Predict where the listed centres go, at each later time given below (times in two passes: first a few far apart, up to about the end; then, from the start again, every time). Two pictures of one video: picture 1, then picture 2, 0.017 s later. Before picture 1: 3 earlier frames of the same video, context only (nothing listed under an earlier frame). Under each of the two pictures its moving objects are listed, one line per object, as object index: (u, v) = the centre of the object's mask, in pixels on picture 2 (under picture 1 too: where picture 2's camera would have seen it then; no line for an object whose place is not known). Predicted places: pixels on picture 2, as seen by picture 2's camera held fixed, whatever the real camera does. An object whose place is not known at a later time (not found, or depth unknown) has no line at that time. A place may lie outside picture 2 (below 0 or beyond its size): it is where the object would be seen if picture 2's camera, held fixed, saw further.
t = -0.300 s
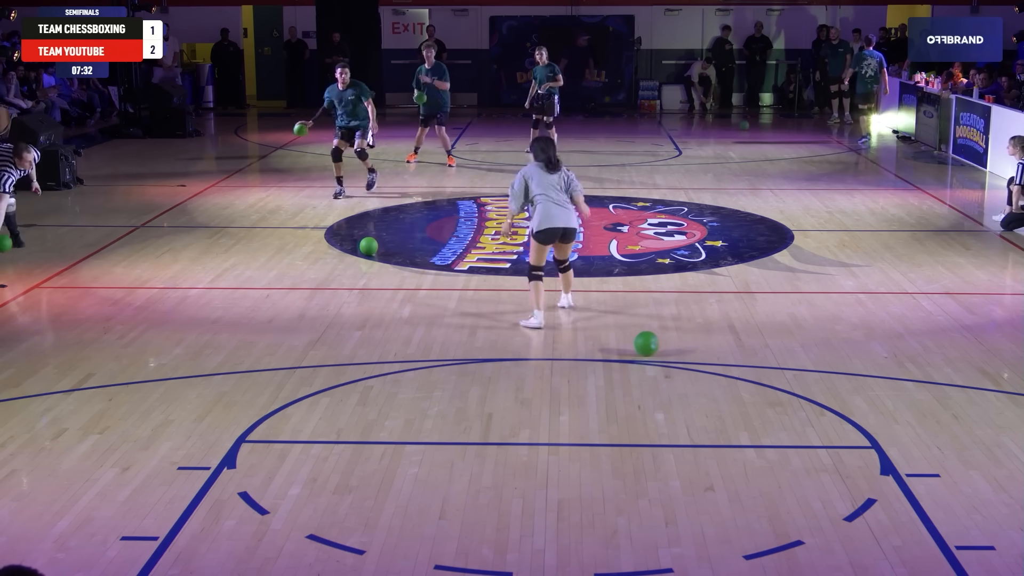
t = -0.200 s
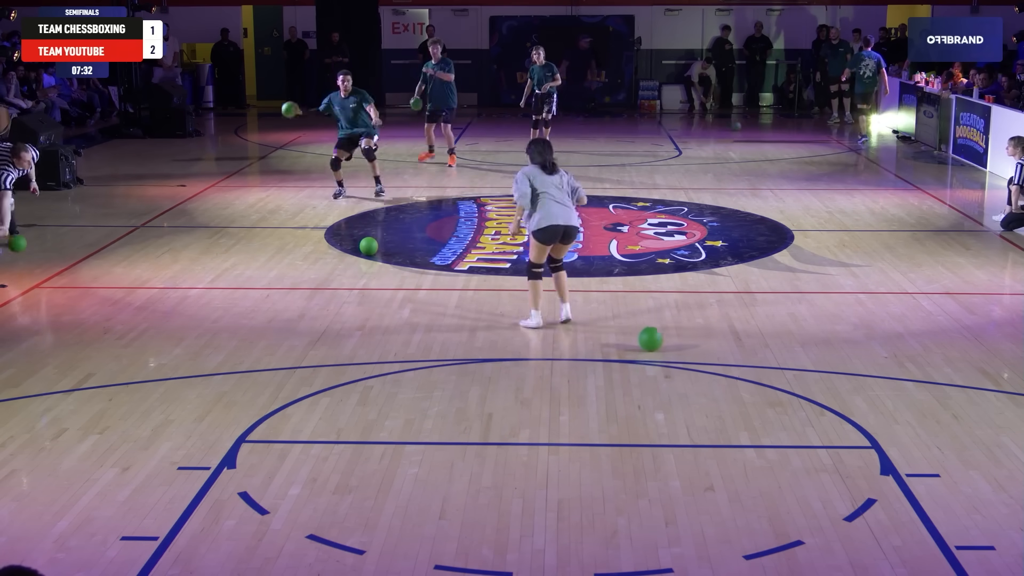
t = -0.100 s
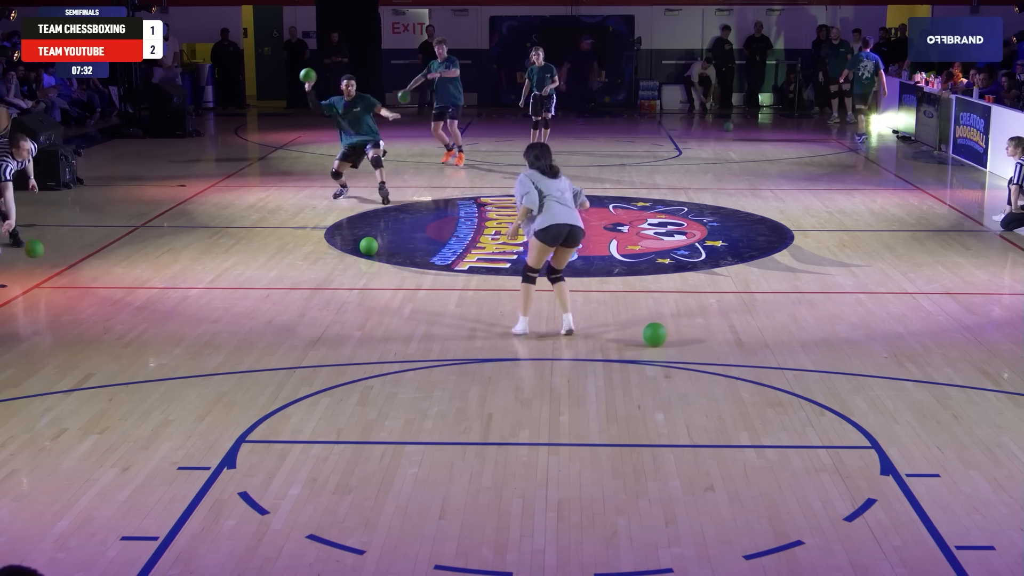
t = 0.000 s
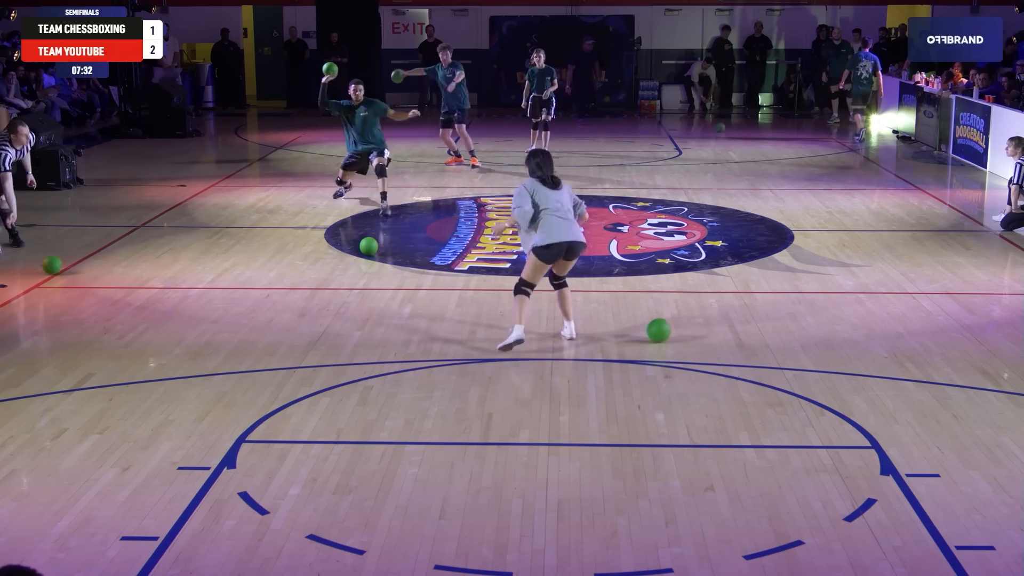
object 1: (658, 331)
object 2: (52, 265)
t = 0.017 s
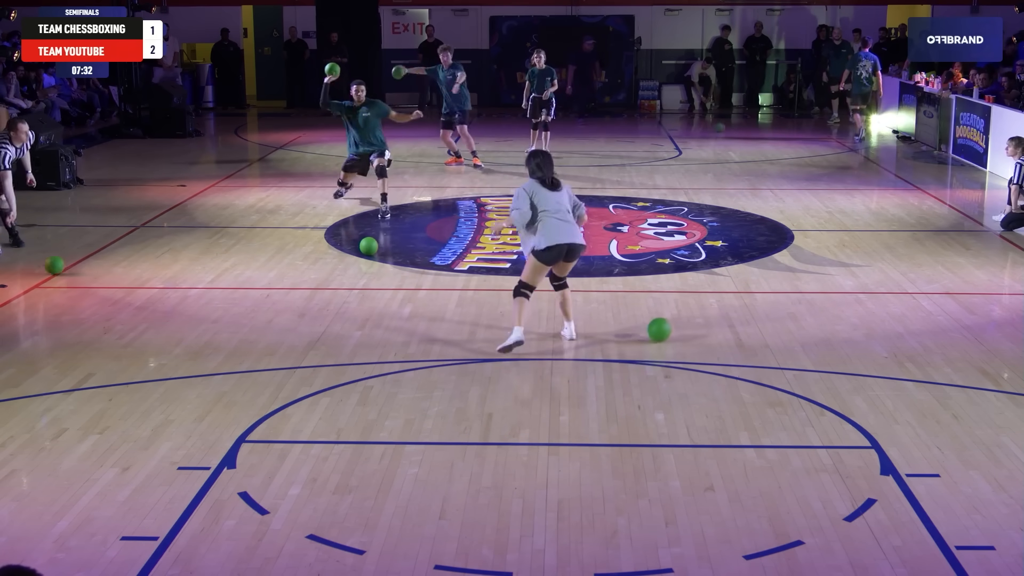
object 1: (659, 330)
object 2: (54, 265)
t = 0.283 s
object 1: (669, 319)
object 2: (93, 276)
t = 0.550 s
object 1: (677, 309)
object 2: (132, 286)
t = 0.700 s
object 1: (681, 304)
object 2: (156, 295)
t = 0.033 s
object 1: (660, 329)
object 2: (56, 264)
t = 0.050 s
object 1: (660, 328)
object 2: (59, 263)
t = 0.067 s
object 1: (660, 327)
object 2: (61, 263)
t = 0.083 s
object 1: (661, 327)
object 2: (63, 262)
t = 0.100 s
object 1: (662, 326)
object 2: (66, 262)
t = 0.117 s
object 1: (663, 326)
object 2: (68, 262)
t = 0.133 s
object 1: (663, 325)
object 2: (70, 263)
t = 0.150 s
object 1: (664, 324)
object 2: (72, 264)
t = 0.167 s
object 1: (664, 324)
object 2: (75, 265)
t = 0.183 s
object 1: (665, 323)
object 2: (77, 267)
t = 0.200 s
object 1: (666, 322)
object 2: (79, 268)
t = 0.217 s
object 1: (666, 322)
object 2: (82, 270)
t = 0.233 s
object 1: (667, 321)
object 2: (86, 273)
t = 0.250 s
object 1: (667, 320)
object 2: (88, 276)
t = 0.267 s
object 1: (668, 319)
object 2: (91, 276)
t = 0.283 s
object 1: (669, 319)
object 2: (93, 276)
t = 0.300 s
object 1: (669, 318)
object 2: (95, 275)
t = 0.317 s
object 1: (670, 318)
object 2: (97, 275)
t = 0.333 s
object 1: (670, 317)
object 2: (100, 275)
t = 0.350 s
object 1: (671, 316)
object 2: (102, 276)
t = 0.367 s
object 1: (671, 316)
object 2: (105, 276)
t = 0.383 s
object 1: (672, 315)
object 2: (107, 277)
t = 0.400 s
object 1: (672, 315)
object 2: (110, 279)
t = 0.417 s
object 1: (673, 314)
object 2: (112, 281)
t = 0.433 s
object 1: (673, 313)
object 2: (115, 283)
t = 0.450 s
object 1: (674, 313)
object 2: (118, 285)
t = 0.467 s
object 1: (674, 312)
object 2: (120, 285)
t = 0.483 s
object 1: (675, 311)
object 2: (123, 285)
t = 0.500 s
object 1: (676, 311)
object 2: (125, 284)
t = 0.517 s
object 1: (676, 310)
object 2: (127, 285)
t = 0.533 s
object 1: (676, 310)
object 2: (130, 286)
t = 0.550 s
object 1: (677, 309)
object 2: (132, 286)
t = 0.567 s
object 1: (678, 309)
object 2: (135, 288)
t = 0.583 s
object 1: (678, 308)
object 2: (138, 289)
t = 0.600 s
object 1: (678, 307)
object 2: (140, 291)
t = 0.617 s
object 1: (679, 307)
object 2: (143, 292)
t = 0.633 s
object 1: (679, 306)
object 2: (145, 292)
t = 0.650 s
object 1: (680, 306)
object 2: (148, 292)
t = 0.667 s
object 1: (681, 305)
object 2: (150, 293)
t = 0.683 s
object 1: (681, 305)
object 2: (153, 294)
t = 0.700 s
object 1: (681, 304)
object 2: (156, 295)
